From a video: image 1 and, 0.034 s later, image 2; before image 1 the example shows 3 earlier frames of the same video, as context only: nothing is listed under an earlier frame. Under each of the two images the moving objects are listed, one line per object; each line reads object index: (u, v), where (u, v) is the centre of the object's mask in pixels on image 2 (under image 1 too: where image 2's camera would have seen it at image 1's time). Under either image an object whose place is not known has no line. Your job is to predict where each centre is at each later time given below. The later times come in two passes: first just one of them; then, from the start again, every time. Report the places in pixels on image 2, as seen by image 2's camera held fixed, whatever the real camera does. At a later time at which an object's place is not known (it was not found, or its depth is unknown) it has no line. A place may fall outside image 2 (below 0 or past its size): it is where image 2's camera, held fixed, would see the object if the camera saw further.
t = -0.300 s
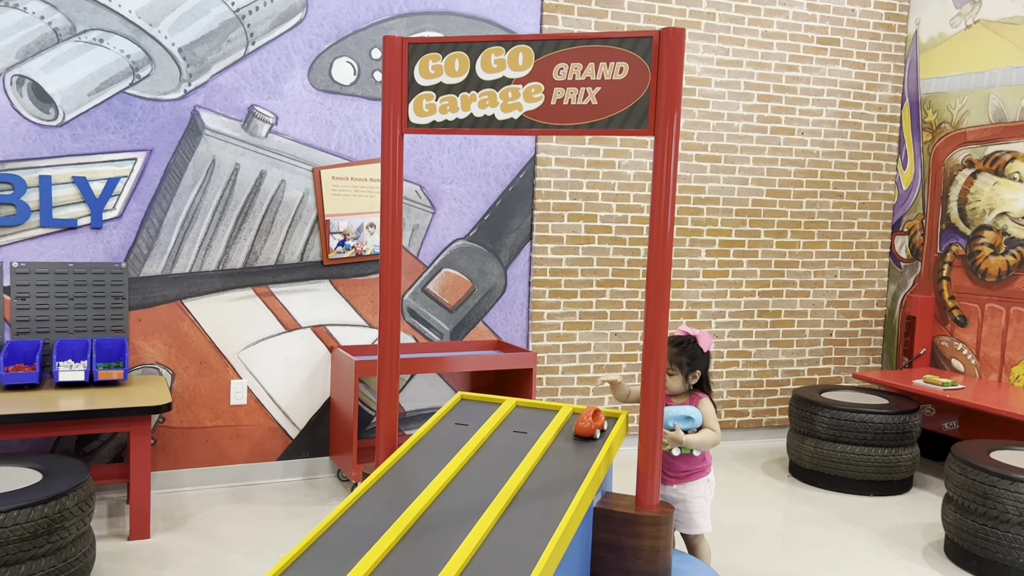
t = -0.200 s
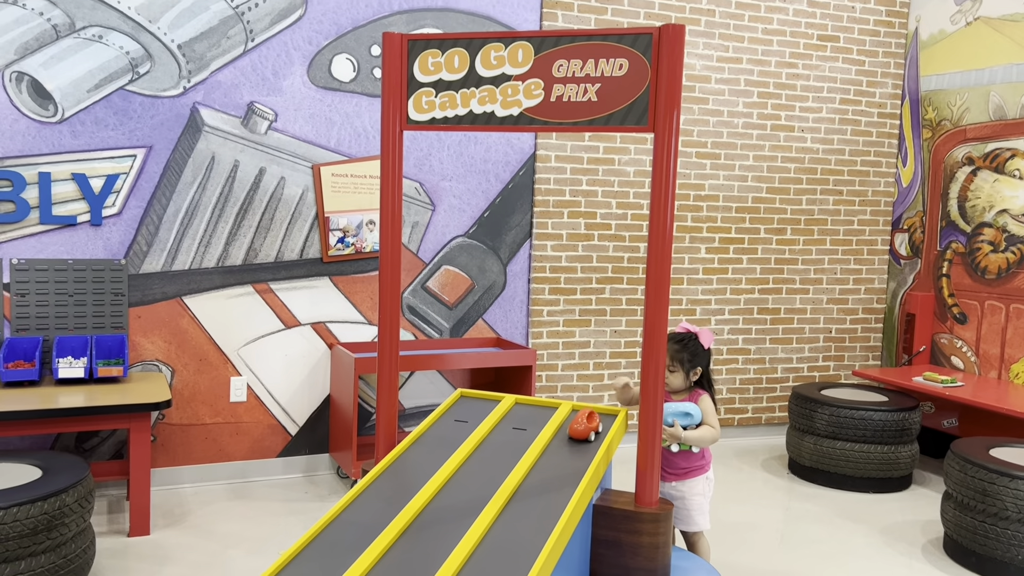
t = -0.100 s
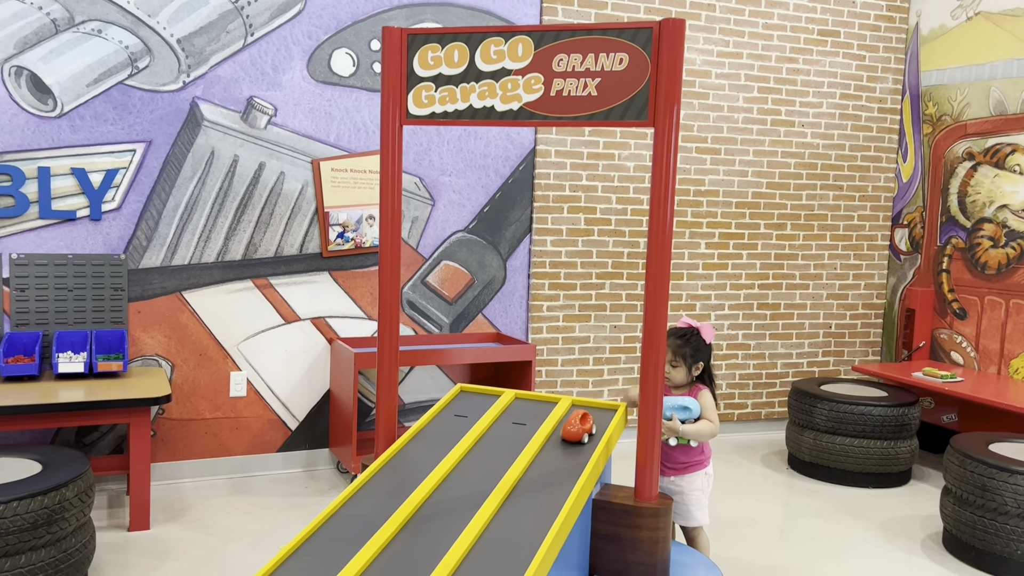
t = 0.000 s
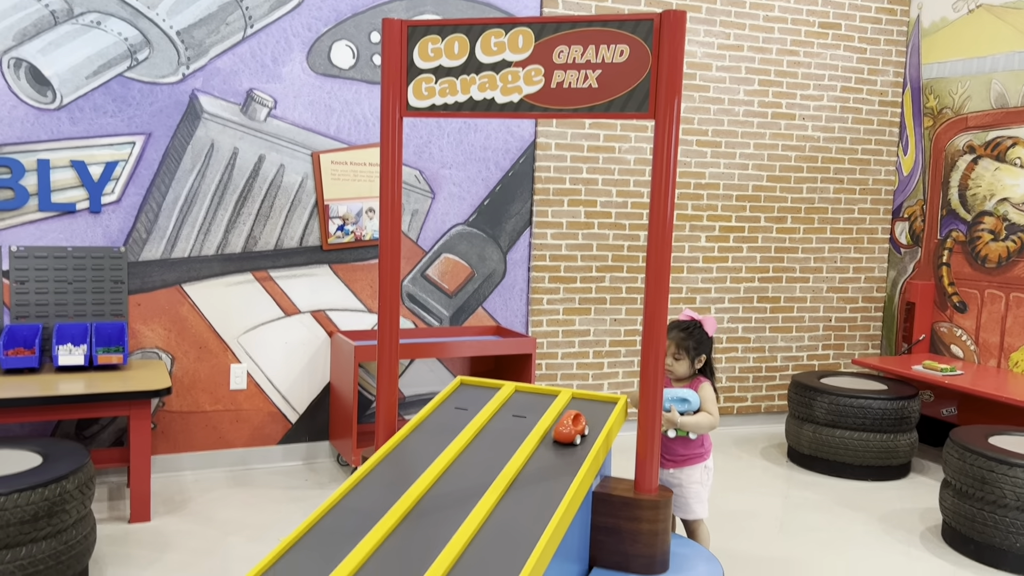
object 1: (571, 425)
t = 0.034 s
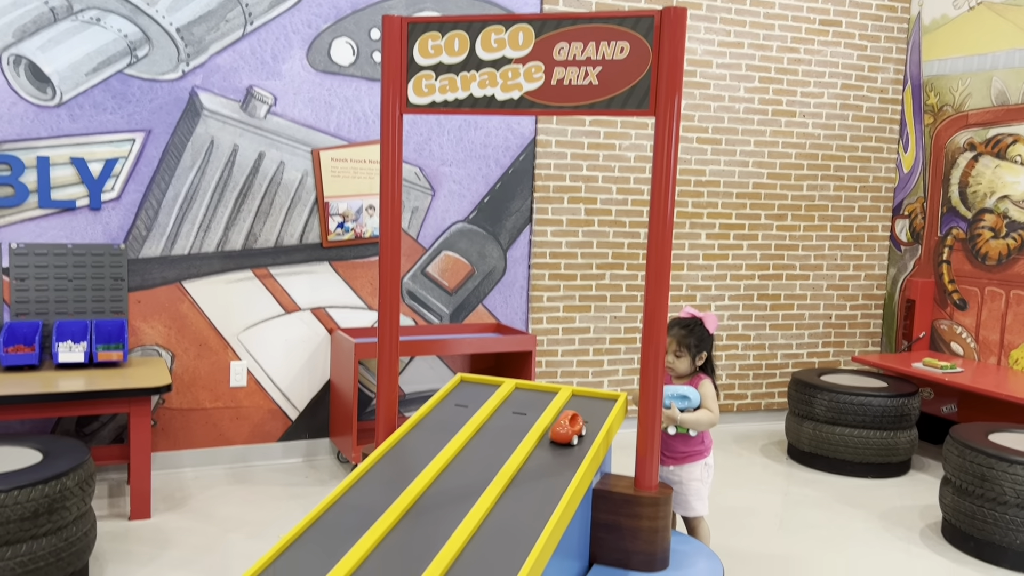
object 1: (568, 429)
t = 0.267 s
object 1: (541, 460)
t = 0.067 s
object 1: (565, 432)
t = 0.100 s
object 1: (562, 436)
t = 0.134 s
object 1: (558, 440)
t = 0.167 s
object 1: (554, 445)
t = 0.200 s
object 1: (550, 450)
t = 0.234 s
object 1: (546, 455)
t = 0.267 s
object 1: (541, 460)
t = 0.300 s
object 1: (536, 466)
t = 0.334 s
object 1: (531, 471)
